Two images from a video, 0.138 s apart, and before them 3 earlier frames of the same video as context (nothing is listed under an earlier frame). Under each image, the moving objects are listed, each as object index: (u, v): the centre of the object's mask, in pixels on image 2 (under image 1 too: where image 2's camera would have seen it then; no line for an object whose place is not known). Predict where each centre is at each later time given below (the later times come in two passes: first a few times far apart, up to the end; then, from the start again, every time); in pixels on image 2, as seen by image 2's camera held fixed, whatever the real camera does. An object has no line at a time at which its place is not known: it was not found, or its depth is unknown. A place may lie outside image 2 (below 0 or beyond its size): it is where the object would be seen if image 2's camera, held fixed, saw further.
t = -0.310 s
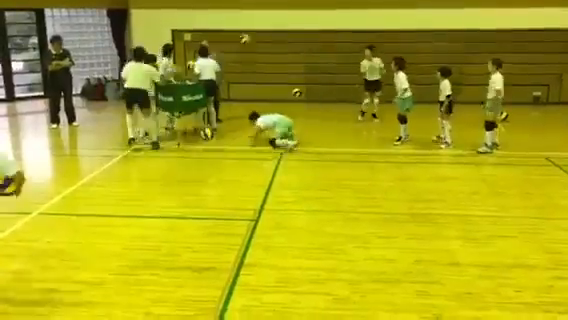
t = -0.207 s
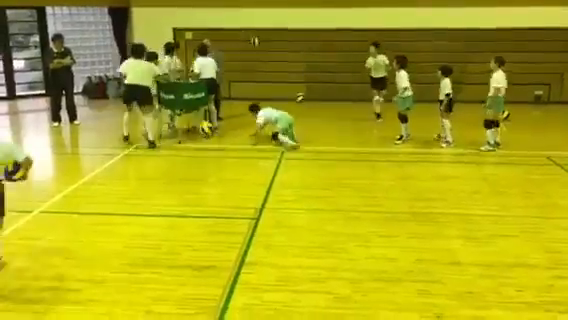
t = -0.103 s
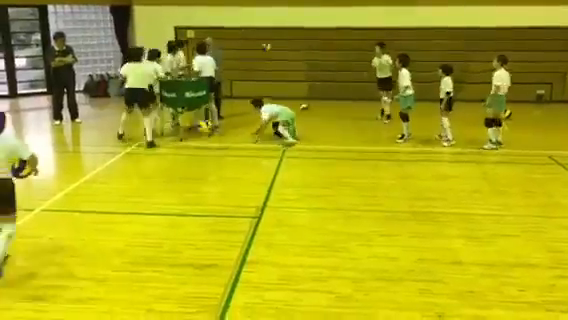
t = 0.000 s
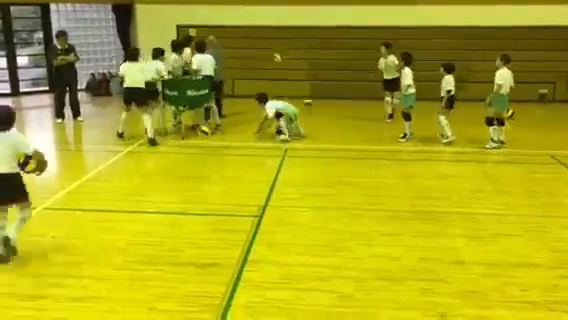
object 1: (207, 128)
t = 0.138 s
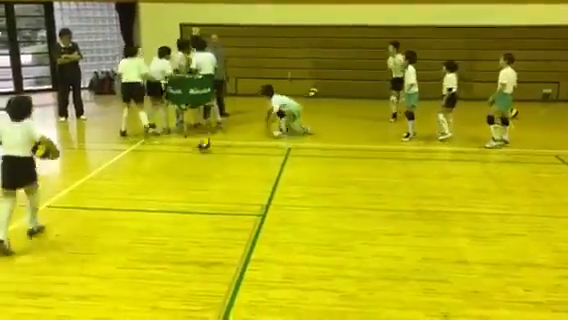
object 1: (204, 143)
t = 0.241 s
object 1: (201, 137)
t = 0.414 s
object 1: (196, 137)
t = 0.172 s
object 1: (203, 141)
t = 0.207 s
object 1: (202, 139)
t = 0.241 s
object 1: (201, 137)
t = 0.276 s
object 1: (200, 135)
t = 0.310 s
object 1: (199, 135)
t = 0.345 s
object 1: (198, 135)
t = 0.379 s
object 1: (197, 136)
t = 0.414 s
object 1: (196, 137)
